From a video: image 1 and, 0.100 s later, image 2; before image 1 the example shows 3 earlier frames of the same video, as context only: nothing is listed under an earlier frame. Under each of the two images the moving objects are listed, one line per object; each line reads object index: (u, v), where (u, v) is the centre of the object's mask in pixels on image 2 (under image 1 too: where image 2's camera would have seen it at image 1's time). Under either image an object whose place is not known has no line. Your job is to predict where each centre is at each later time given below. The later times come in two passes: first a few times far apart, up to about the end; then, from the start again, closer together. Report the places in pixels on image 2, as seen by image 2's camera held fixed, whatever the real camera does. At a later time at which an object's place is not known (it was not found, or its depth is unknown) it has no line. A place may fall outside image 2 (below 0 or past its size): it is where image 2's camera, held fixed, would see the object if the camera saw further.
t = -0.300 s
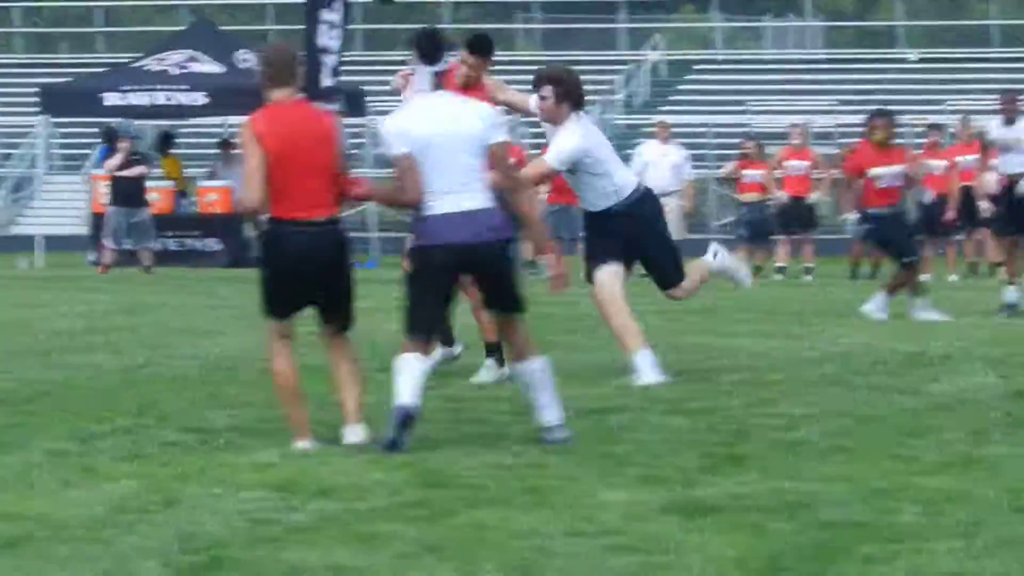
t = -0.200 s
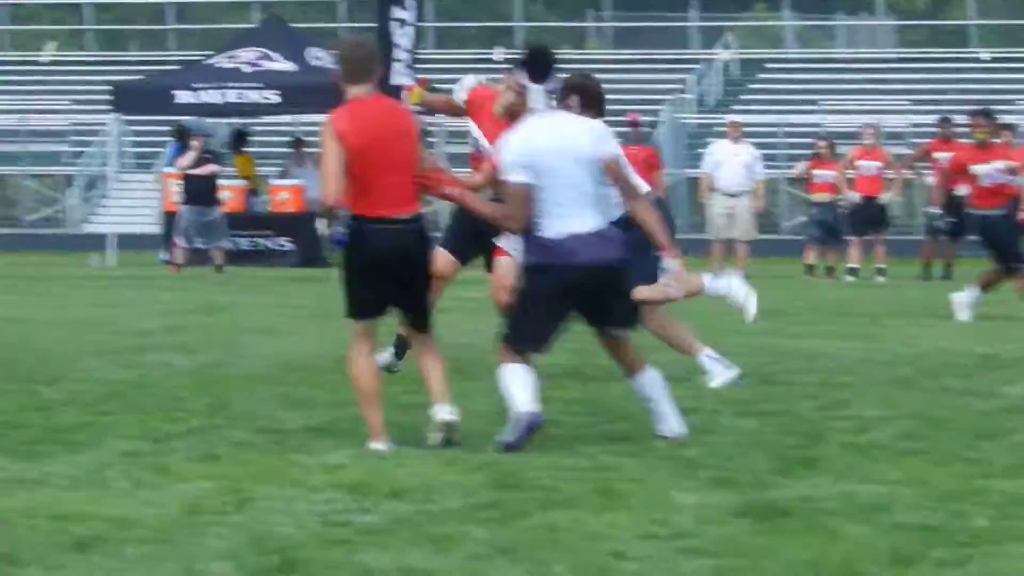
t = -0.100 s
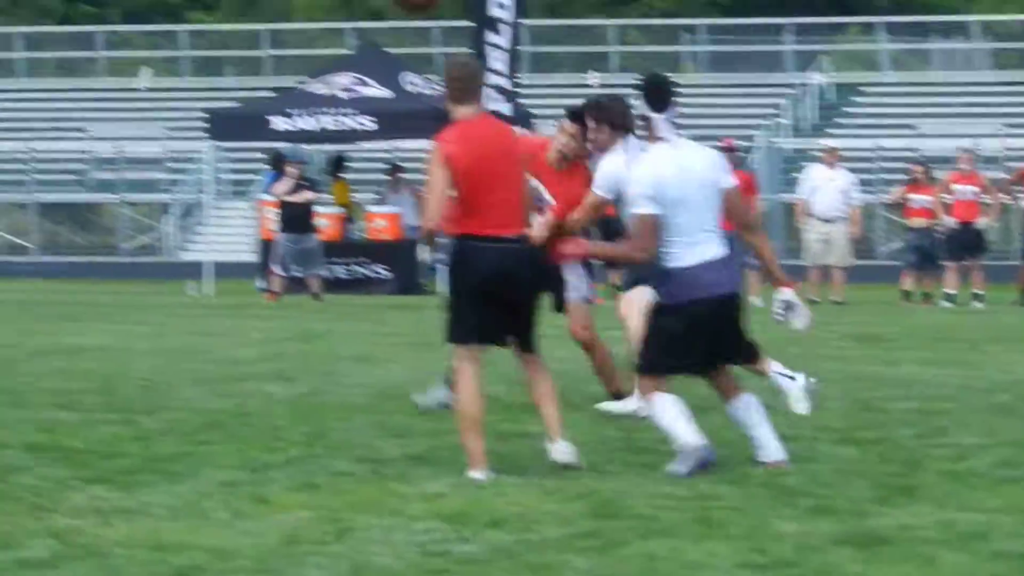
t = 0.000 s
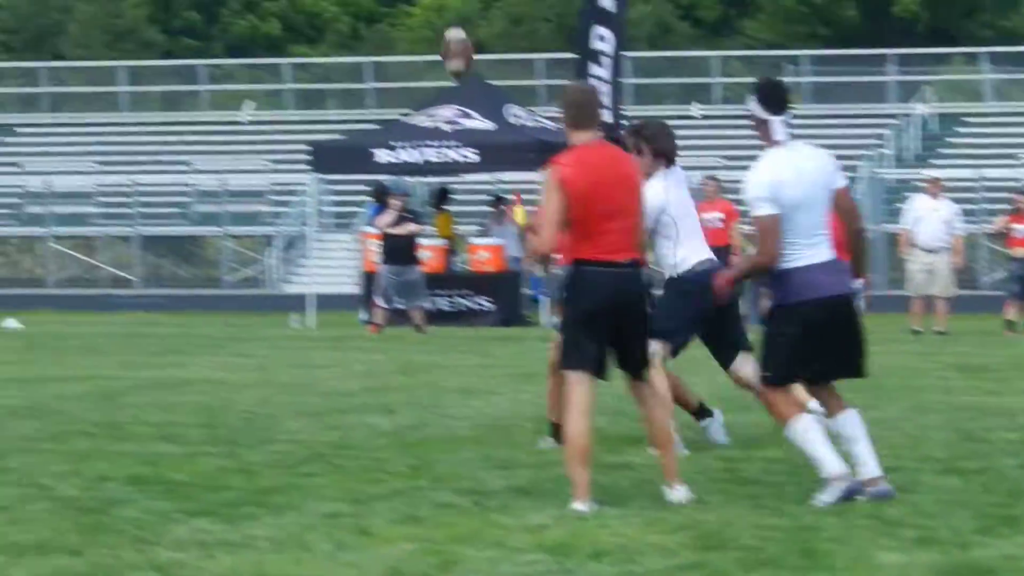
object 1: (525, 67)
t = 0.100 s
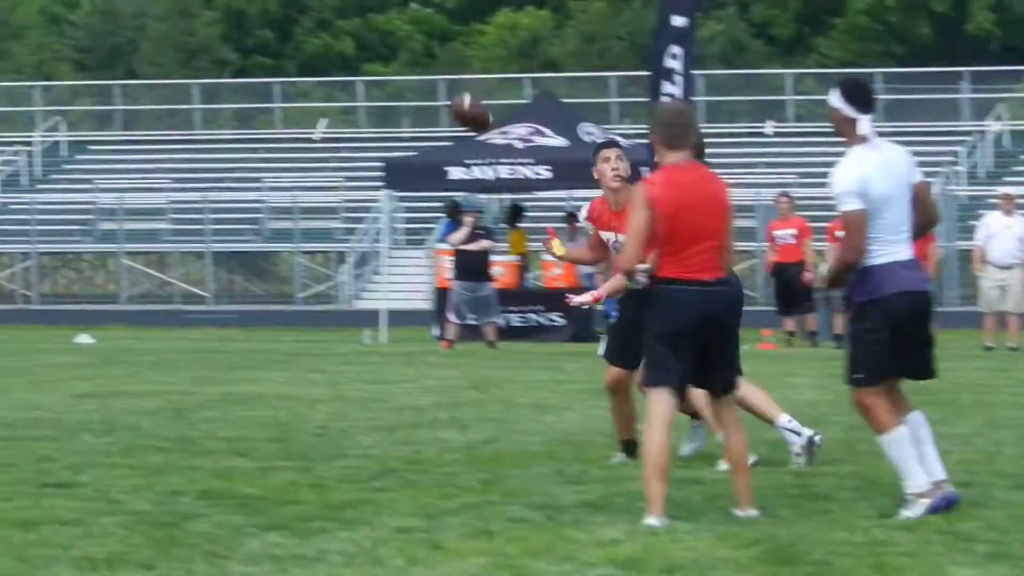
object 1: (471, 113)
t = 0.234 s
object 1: (401, 196)
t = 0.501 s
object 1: (266, 429)
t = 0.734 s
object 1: (166, 424)
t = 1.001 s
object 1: (80, 368)
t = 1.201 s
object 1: (21, 394)
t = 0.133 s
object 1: (452, 132)
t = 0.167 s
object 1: (434, 150)
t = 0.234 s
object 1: (401, 196)
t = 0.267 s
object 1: (381, 223)
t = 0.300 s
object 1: (364, 250)
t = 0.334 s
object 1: (348, 280)
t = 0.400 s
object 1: (312, 340)
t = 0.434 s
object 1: (296, 377)
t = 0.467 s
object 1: (279, 412)
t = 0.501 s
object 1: (266, 429)
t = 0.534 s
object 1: (249, 422)
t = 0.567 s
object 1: (235, 422)
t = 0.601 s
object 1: (221, 418)
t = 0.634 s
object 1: (206, 419)
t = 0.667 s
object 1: (193, 421)
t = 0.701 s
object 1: (178, 421)
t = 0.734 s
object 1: (166, 424)
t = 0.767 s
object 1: (153, 418)
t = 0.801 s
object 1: (143, 408)
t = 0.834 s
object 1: (132, 397)
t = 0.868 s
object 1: (122, 388)
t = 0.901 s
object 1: (111, 380)
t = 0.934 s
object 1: (100, 372)
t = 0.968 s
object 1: (90, 369)
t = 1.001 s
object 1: (80, 368)
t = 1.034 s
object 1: (70, 367)
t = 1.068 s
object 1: (60, 368)
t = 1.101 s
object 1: (49, 372)
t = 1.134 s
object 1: (40, 377)
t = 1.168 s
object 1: (30, 386)
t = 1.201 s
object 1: (21, 394)
